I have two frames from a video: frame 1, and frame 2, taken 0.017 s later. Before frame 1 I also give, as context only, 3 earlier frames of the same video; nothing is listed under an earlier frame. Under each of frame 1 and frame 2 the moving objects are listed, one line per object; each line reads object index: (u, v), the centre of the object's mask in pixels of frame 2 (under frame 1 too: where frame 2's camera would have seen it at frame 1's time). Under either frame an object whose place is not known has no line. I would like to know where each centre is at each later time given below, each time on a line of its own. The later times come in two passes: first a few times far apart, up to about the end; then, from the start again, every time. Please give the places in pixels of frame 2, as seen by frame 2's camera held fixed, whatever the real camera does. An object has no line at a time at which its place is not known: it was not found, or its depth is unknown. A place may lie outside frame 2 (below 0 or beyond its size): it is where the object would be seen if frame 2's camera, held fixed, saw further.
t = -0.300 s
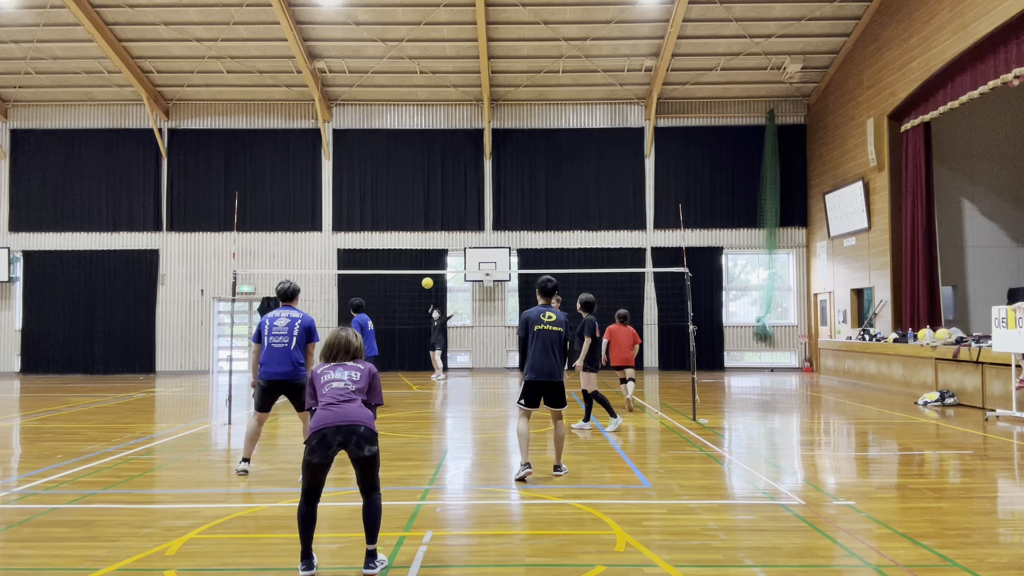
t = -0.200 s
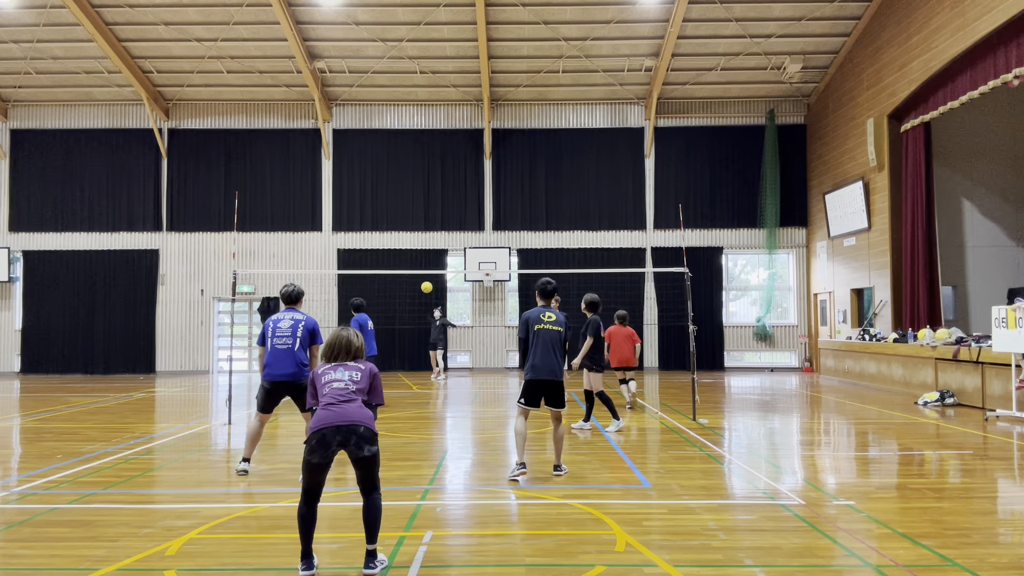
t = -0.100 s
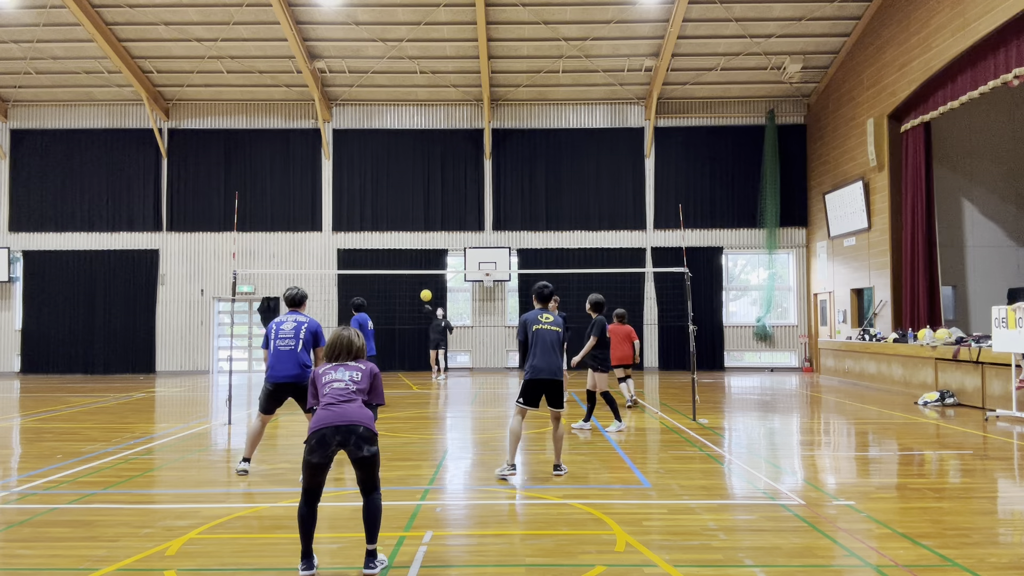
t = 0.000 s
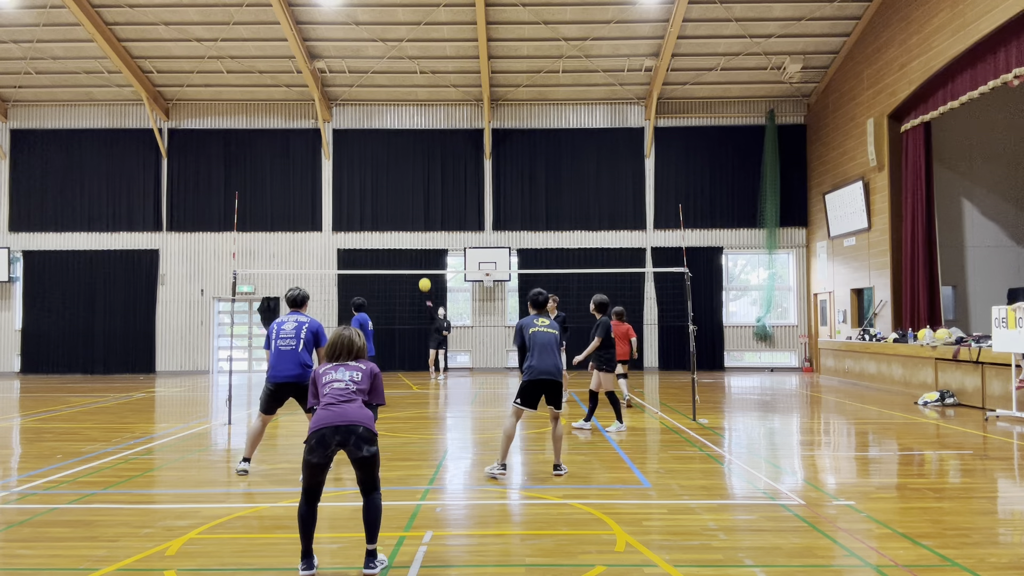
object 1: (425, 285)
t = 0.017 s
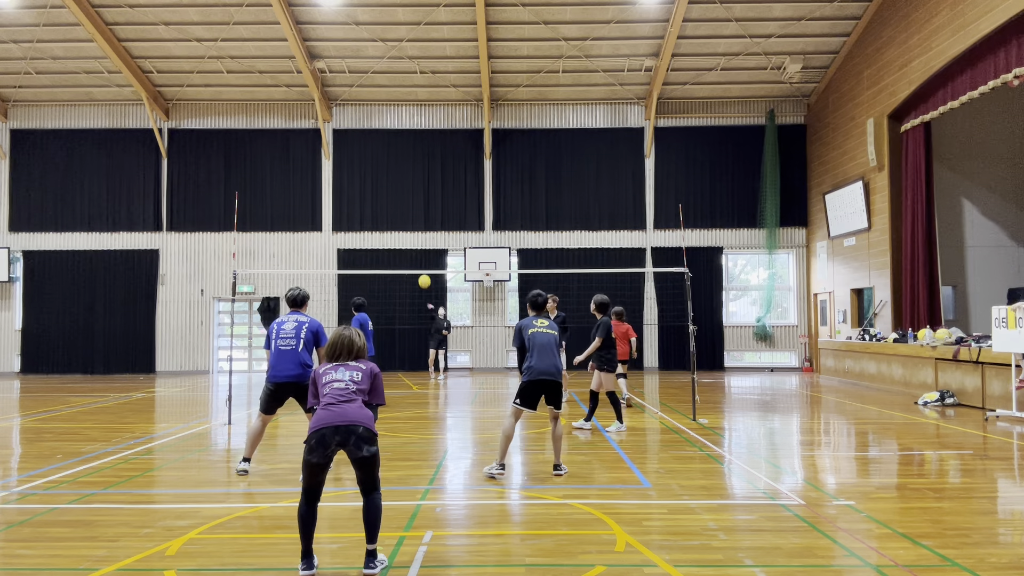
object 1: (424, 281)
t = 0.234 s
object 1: (415, 248)
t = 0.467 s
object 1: (394, 225)
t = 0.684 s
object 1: (368, 227)
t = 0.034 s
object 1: (424, 279)
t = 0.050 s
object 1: (424, 275)
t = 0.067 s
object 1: (423, 272)
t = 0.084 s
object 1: (423, 269)
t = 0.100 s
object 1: (422, 265)
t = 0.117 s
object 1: (421, 264)
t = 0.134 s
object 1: (421, 261)
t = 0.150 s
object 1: (420, 259)
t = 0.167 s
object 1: (419, 257)
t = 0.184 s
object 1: (418, 254)
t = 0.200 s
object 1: (417, 253)
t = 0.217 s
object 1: (416, 250)
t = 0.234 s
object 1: (415, 248)
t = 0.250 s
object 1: (414, 246)
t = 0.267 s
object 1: (412, 244)
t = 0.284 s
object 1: (411, 242)
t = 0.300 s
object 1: (409, 240)
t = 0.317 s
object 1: (408, 238)
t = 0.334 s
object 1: (406, 237)
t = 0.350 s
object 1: (405, 235)
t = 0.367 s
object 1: (404, 234)
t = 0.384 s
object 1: (402, 232)
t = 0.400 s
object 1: (400, 231)
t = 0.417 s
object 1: (399, 229)
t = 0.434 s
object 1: (397, 228)
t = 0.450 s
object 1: (396, 227)
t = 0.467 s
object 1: (394, 225)
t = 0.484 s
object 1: (392, 224)
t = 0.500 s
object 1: (390, 224)
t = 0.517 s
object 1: (389, 223)
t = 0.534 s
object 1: (387, 222)
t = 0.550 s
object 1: (385, 222)
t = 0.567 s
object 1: (383, 222)
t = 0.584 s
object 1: (381, 222)
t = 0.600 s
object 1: (379, 223)
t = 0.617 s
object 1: (377, 223)
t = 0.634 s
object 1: (375, 224)
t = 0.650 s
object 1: (373, 225)
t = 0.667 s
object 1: (370, 226)
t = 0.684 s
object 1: (368, 227)
